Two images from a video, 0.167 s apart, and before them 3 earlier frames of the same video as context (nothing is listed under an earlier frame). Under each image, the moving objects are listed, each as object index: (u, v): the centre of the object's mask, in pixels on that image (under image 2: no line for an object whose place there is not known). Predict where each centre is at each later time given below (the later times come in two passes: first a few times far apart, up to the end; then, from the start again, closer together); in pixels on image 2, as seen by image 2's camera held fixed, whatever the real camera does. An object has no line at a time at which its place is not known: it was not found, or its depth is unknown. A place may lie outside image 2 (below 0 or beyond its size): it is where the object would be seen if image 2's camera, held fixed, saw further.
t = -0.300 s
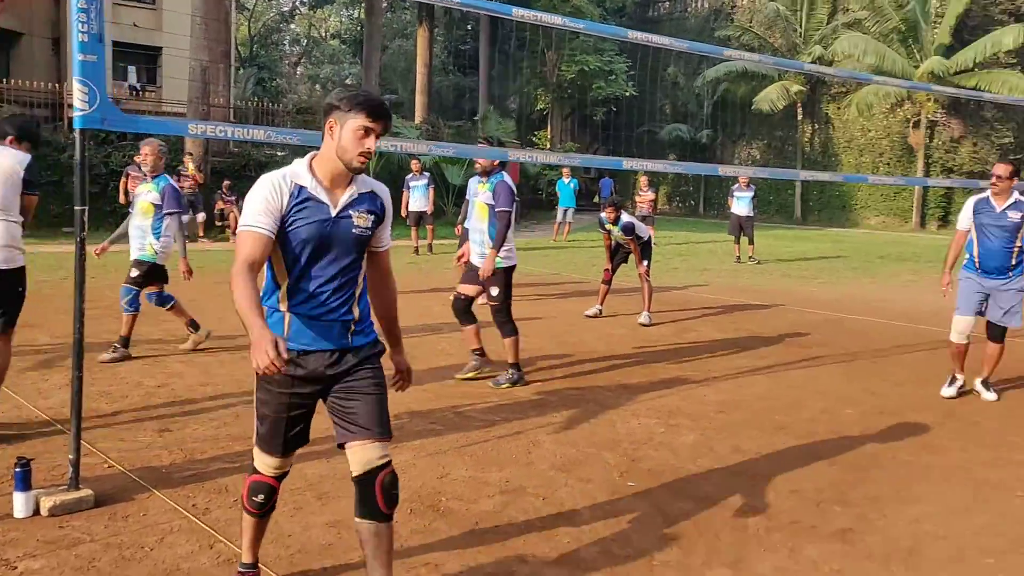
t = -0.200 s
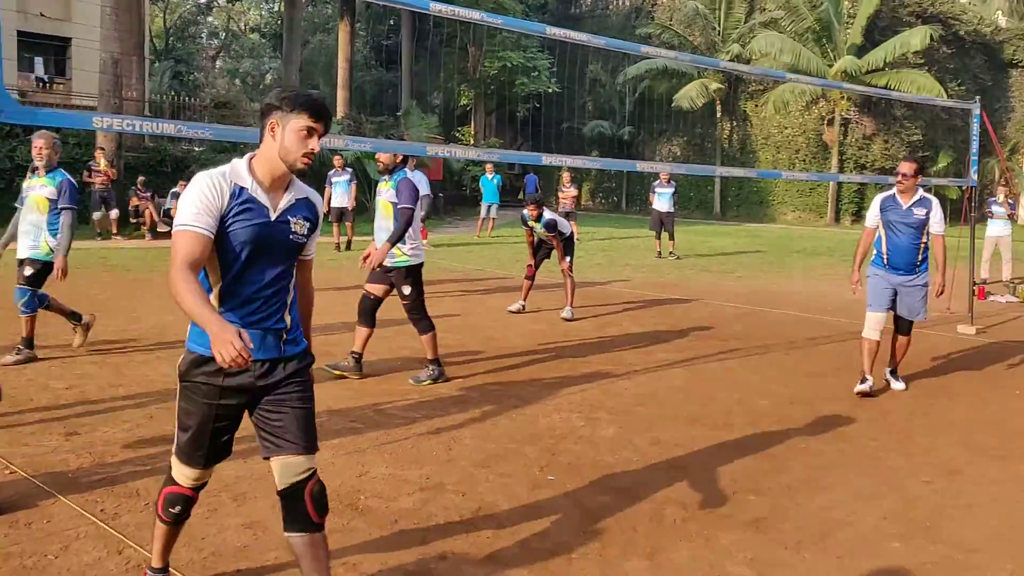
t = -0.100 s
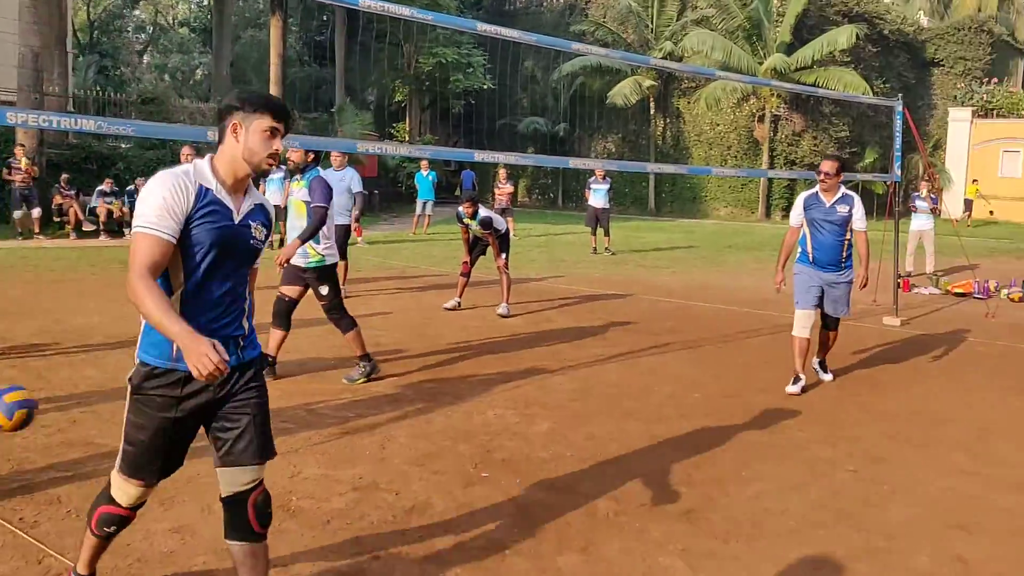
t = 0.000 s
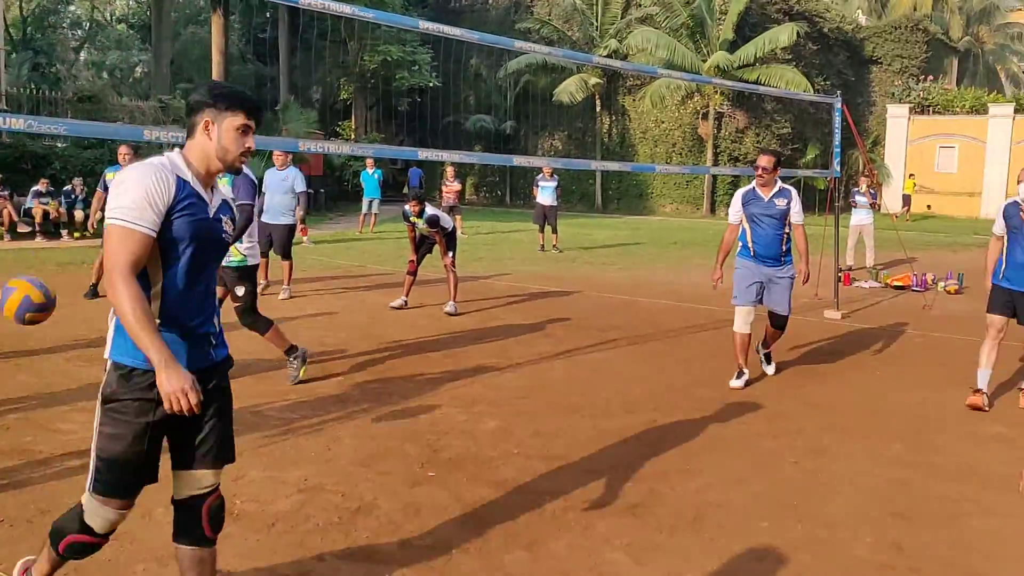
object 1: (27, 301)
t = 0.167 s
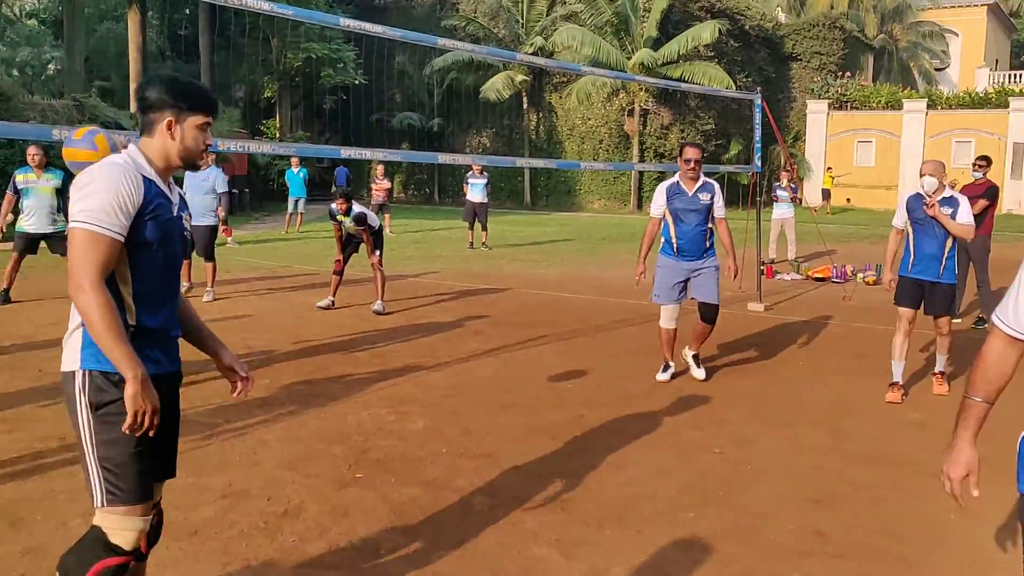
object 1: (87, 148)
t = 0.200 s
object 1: (123, 127)
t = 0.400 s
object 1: (325, 46)
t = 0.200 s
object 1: (123, 127)
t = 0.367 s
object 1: (292, 54)
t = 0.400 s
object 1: (325, 46)
